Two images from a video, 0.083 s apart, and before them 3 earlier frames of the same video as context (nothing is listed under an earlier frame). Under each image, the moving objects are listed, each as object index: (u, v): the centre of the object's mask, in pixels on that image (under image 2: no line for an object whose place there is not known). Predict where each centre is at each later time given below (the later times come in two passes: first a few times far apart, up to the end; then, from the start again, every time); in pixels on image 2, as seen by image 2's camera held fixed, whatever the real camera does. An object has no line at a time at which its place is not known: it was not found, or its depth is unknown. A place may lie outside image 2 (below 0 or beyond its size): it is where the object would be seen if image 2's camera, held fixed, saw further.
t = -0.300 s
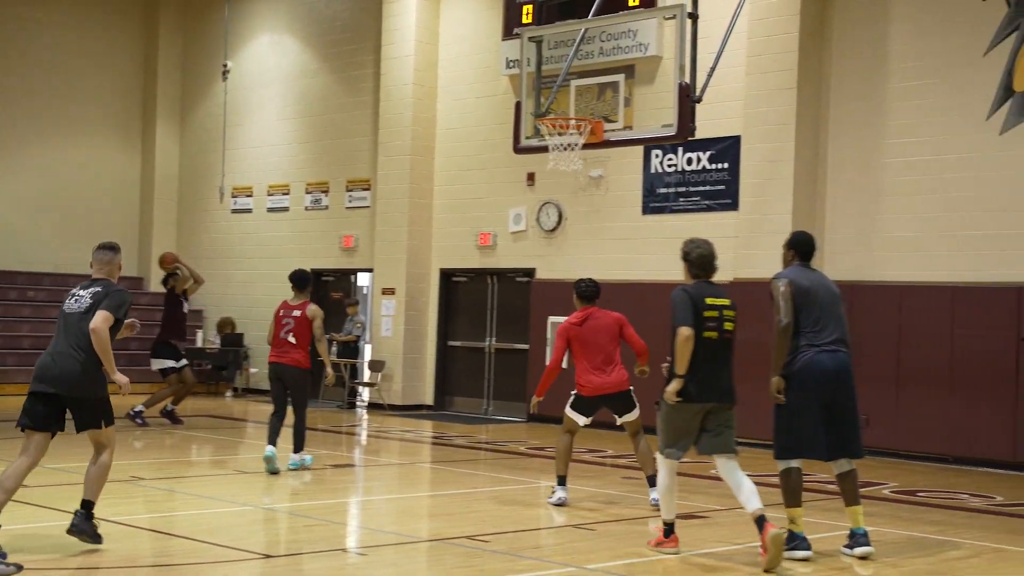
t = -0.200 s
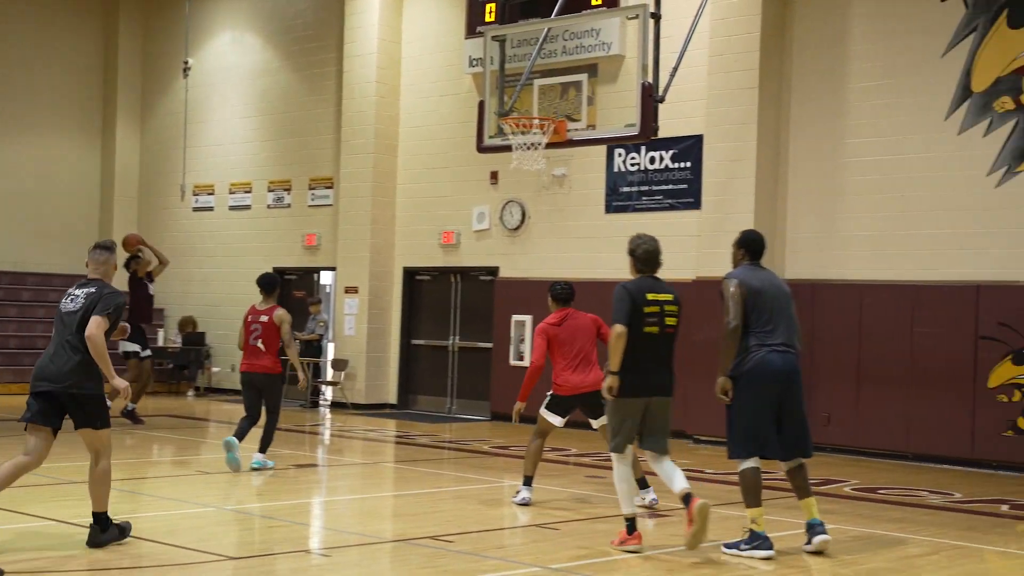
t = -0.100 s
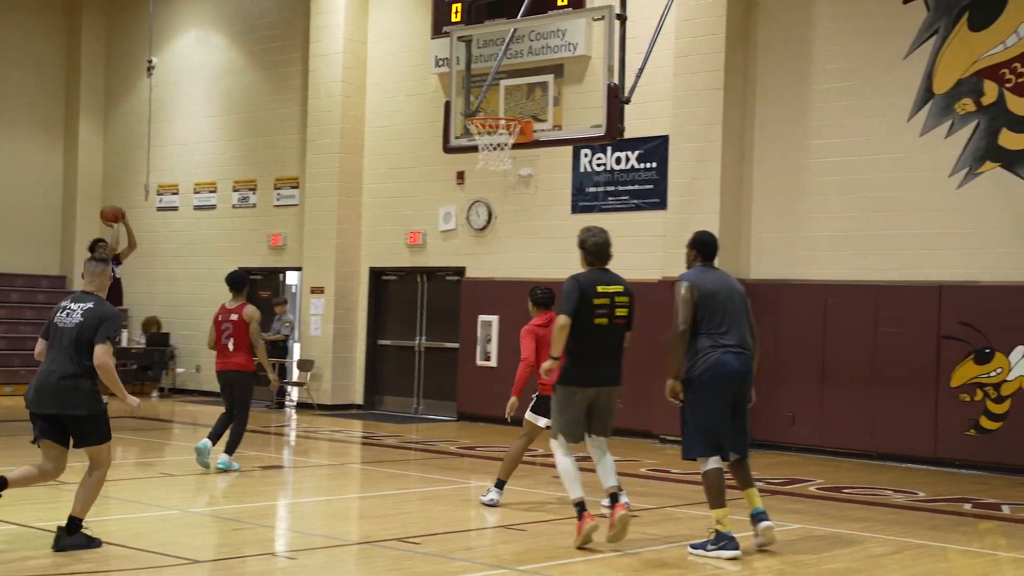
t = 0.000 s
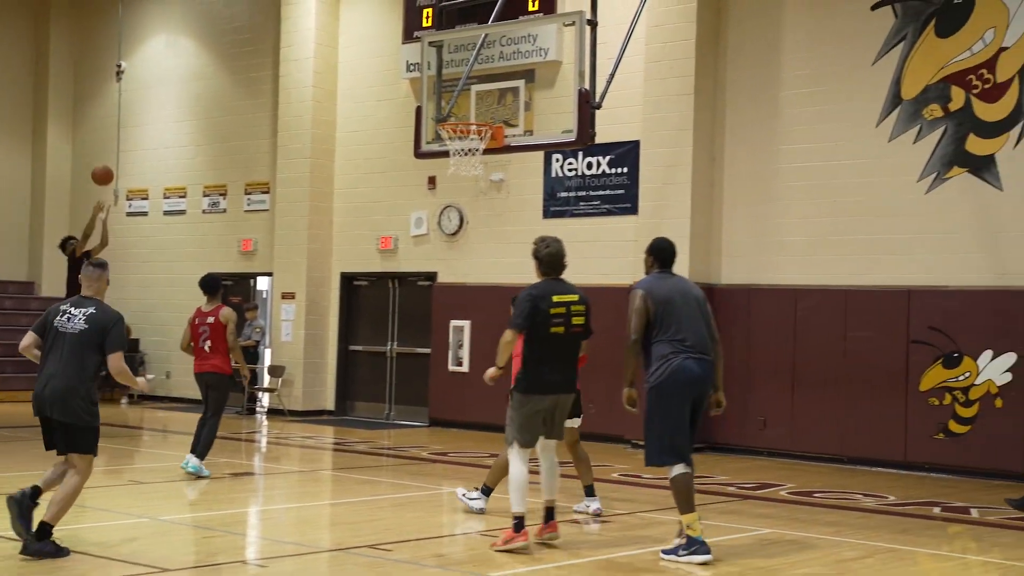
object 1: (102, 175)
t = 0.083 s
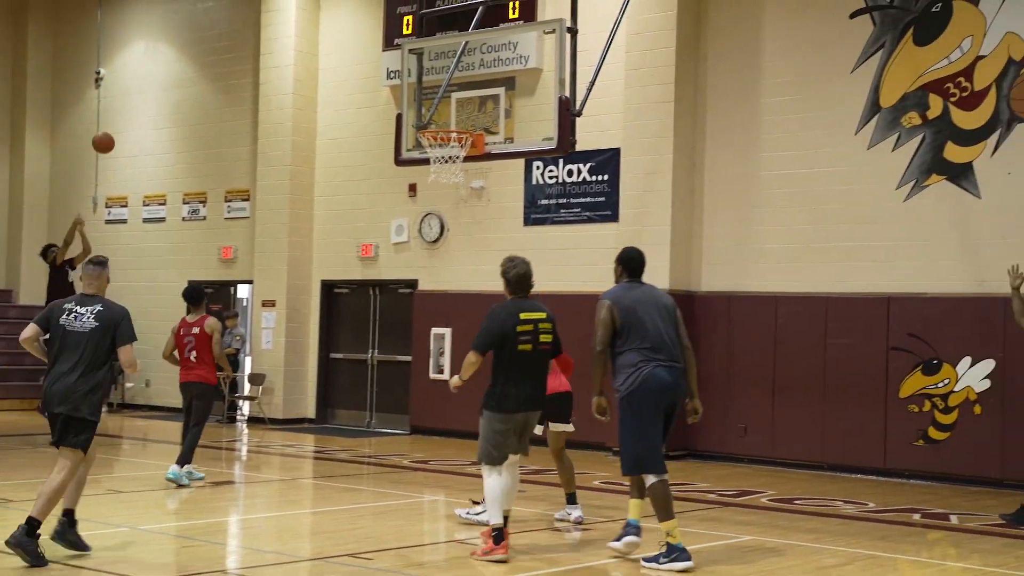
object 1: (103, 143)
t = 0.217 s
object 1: (140, 89)
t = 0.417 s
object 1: (195, 33)
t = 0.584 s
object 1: (244, 11)
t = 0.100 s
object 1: (108, 135)
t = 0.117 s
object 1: (112, 128)
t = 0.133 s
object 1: (117, 121)
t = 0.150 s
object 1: (121, 114)
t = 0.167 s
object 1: (126, 107)
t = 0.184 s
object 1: (130, 101)
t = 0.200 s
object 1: (135, 95)
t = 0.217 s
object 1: (140, 89)
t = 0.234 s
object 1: (144, 83)
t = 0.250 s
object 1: (149, 77)
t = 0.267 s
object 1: (153, 72)
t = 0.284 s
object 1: (158, 67)
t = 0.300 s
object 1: (163, 61)
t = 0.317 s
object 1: (167, 57)
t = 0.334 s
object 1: (172, 52)
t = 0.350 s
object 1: (176, 48)
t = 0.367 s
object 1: (181, 43)
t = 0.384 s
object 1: (185, 40)
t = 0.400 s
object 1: (190, 36)
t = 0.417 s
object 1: (195, 33)
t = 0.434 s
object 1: (200, 29)
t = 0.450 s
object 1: (205, 26)
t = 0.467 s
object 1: (210, 24)
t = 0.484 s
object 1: (214, 21)
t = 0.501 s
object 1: (219, 19)
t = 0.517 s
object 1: (224, 17)
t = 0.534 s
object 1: (229, 15)
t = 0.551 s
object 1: (234, 14)
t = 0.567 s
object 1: (239, 13)
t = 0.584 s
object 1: (244, 11)
